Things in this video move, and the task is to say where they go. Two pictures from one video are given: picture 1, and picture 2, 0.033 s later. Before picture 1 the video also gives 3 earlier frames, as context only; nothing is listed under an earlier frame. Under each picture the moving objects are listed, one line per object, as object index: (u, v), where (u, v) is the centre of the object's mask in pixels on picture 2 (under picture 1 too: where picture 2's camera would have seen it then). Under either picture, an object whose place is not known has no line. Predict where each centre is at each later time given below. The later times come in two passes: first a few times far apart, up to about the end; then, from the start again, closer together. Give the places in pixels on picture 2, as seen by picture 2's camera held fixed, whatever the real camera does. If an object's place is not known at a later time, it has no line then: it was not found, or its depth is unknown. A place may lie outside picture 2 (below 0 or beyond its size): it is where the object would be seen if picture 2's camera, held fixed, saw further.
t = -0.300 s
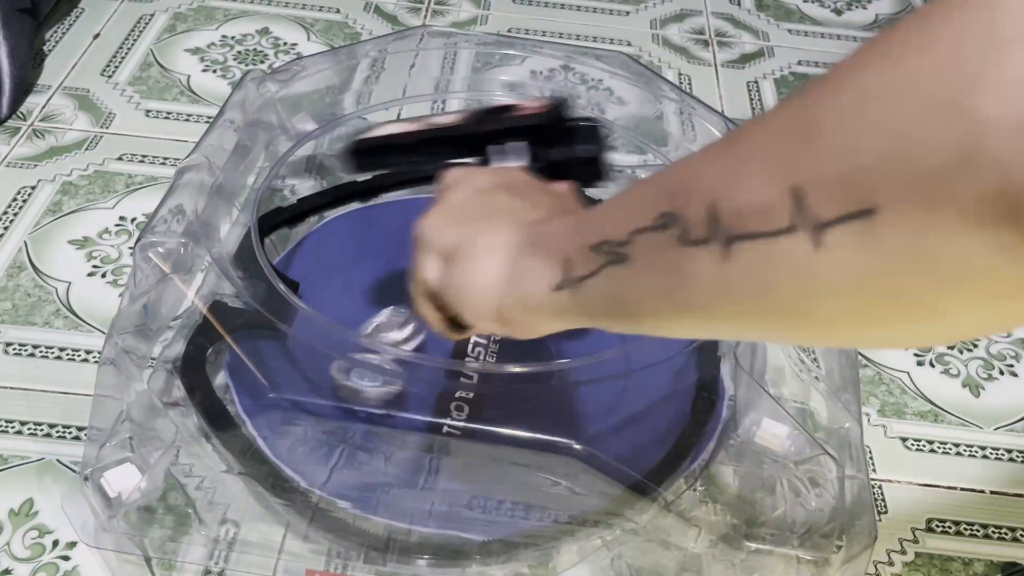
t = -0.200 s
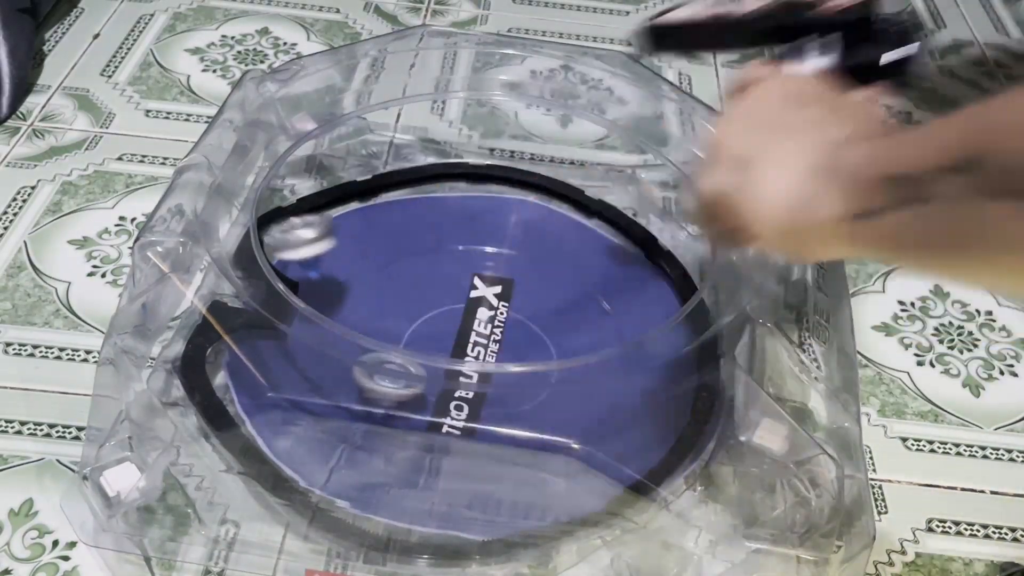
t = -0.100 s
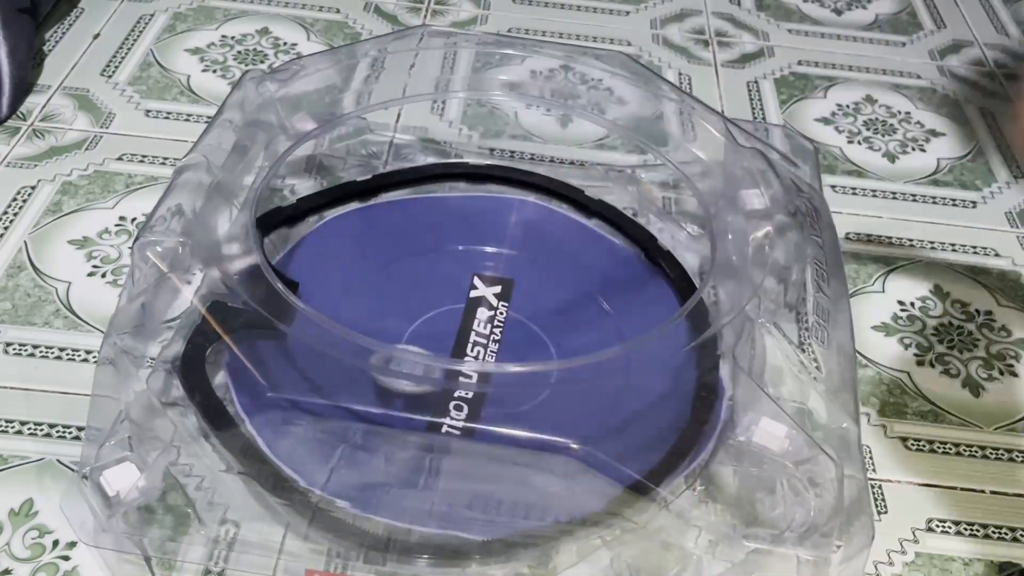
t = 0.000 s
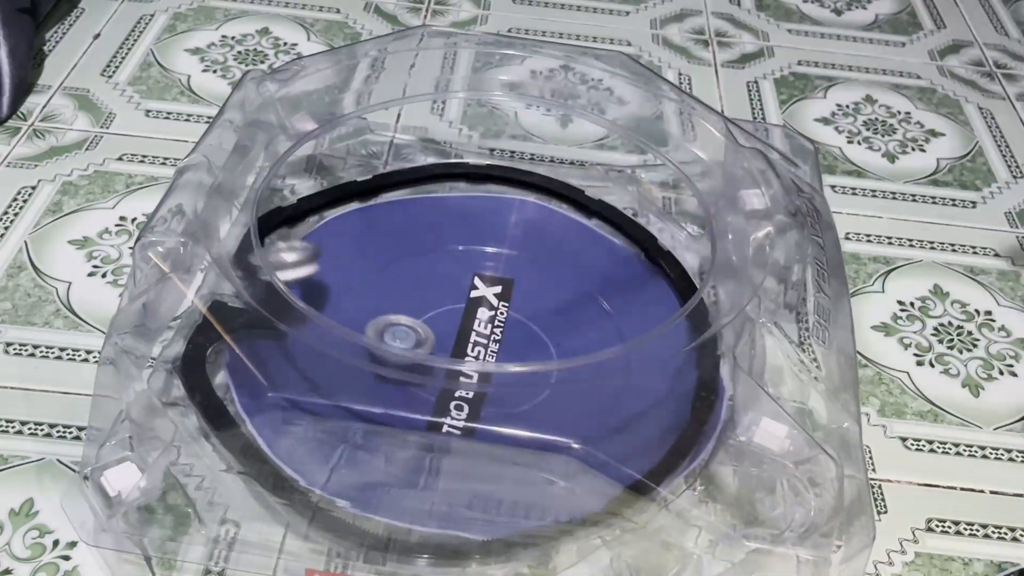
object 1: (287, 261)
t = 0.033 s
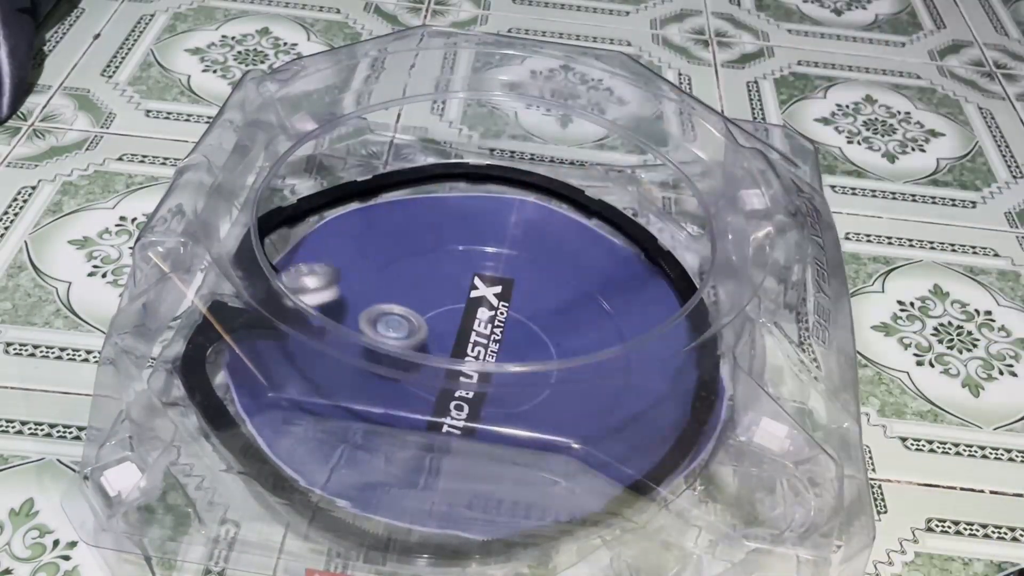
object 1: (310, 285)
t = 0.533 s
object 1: (686, 290)
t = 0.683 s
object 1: (659, 368)
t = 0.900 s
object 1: (556, 267)
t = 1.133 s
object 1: (415, 236)
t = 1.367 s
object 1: (616, 311)
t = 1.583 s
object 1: (601, 349)
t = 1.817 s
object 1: (546, 327)
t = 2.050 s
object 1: (521, 287)
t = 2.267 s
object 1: (584, 273)
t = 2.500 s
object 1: (591, 306)
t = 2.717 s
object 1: (606, 328)
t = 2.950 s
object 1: (593, 339)
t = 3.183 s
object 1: (608, 298)
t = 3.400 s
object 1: (567, 328)
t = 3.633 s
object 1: (534, 328)
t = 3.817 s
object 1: (459, 372)
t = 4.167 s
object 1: (558, 371)
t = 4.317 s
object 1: (503, 294)
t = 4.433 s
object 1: (406, 259)
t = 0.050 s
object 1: (325, 298)
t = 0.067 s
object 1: (316, 276)
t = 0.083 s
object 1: (294, 241)
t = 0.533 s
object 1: (686, 290)
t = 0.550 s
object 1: (690, 299)
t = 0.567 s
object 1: (692, 310)
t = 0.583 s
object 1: (690, 320)
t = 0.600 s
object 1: (688, 328)
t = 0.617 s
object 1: (685, 336)
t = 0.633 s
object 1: (682, 346)
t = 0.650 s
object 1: (676, 354)
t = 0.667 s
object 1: (667, 361)
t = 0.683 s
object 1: (659, 368)
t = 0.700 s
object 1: (650, 374)
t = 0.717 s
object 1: (638, 380)
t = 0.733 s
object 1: (624, 386)
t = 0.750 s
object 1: (609, 391)
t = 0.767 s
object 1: (595, 399)
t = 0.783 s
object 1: (577, 402)
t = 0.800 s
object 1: (558, 405)
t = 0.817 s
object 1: (541, 410)
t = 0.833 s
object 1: (541, 392)
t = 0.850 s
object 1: (546, 358)
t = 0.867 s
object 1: (552, 329)
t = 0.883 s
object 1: (555, 298)
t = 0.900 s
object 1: (556, 267)
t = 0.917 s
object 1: (555, 237)
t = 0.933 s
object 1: (552, 206)
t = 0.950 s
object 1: (548, 182)
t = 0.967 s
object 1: (543, 159)
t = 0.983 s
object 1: (536, 142)
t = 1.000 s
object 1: (521, 147)
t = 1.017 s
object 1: (504, 162)
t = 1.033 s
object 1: (489, 180)
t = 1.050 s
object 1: (472, 188)
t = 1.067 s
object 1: (454, 196)
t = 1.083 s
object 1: (435, 207)
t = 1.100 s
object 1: (417, 220)
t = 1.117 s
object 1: (401, 230)
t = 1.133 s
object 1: (415, 236)
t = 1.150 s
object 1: (431, 244)
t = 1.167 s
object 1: (448, 253)
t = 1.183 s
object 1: (464, 259)
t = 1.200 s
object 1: (482, 266)
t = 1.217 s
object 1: (498, 272)
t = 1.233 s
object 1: (514, 278)
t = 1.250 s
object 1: (529, 284)
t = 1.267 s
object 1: (543, 290)
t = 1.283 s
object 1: (557, 293)
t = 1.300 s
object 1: (570, 298)
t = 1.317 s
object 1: (583, 302)
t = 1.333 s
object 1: (595, 306)
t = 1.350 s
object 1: (606, 307)
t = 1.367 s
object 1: (616, 311)
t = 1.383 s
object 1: (625, 313)
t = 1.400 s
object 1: (634, 317)
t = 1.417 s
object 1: (640, 322)
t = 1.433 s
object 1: (637, 324)
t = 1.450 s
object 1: (631, 330)
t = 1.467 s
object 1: (625, 336)
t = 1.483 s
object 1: (618, 337)
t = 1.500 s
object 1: (610, 339)
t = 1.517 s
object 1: (604, 344)
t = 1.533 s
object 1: (604, 346)
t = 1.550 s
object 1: (604, 345)
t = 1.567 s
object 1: (602, 347)
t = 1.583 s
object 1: (601, 349)
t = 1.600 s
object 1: (599, 348)
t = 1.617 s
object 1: (596, 349)
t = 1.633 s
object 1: (593, 347)
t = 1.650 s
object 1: (590, 348)
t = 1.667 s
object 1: (586, 346)
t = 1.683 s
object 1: (581, 345)
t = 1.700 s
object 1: (577, 344)
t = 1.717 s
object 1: (573, 343)
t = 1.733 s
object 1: (568, 340)
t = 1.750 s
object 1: (564, 336)
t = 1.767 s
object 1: (558, 332)
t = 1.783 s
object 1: (554, 330)
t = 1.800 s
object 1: (550, 329)
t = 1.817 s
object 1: (546, 327)
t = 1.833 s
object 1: (542, 323)
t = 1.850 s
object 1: (538, 321)
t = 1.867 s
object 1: (535, 318)
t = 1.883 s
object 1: (531, 313)
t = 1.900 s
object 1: (528, 311)
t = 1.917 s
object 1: (526, 308)
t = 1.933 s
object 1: (523, 305)
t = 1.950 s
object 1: (522, 302)
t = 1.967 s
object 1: (520, 298)
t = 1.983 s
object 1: (519, 296)
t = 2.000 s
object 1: (518, 293)
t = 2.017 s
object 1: (519, 291)
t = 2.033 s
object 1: (520, 289)
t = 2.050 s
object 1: (521, 287)
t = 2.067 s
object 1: (523, 285)
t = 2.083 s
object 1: (526, 283)
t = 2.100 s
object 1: (529, 282)
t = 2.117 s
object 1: (533, 281)
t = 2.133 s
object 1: (537, 280)
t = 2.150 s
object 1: (542, 279)
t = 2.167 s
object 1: (547, 279)
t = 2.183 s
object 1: (553, 278)
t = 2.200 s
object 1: (558, 277)
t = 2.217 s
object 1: (565, 276)
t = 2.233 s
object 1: (571, 275)
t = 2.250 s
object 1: (578, 274)
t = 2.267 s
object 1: (584, 273)
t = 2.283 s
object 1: (589, 274)
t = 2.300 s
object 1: (590, 274)
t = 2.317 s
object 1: (589, 277)
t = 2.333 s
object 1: (589, 281)
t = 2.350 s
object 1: (589, 282)
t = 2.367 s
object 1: (589, 286)
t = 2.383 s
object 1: (589, 288)
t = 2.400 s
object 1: (589, 291)
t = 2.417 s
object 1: (589, 294)
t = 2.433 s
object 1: (590, 296)
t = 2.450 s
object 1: (590, 299)
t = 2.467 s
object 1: (591, 301)
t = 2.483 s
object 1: (591, 304)
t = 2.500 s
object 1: (591, 306)
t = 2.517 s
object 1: (592, 308)
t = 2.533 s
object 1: (592, 310)
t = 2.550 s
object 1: (593, 312)
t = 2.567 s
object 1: (594, 314)
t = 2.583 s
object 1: (594, 316)
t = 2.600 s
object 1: (595, 318)
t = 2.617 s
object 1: (596, 319)
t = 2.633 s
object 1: (597, 320)
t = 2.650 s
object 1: (598, 321)
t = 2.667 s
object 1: (600, 322)
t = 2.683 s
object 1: (602, 325)
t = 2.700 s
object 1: (604, 326)
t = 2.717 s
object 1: (606, 328)
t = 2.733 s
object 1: (608, 329)
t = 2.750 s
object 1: (610, 330)
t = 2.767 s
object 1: (613, 331)
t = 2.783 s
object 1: (615, 332)
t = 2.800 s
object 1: (614, 333)
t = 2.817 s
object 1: (612, 334)
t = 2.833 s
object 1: (609, 334)
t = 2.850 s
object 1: (606, 335)
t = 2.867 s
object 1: (604, 336)
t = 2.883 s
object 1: (602, 337)
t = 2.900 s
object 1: (599, 338)
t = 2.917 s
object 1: (597, 338)
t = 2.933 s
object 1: (595, 339)
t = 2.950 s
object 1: (593, 339)
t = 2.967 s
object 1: (599, 335)
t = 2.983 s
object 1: (652, 308)
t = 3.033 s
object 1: (740, 216)
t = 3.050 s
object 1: (735, 190)
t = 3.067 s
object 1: (724, 196)
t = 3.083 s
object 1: (701, 213)
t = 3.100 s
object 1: (682, 231)
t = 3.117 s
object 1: (667, 252)
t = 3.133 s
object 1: (648, 279)
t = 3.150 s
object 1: (631, 303)
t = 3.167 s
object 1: (619, 305)
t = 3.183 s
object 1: (608, 298)
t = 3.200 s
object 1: (596, 296)
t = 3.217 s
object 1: (584, 296)
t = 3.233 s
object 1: (570, 300)
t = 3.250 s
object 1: (556, 307)
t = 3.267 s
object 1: (542, 318)
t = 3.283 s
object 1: (527, 328)
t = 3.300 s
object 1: (516, 336)
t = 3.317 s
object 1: (526, 330)
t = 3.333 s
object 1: (536, 325)
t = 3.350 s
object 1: (544, 321)
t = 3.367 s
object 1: (552, 321)
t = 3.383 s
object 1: (561, 324)
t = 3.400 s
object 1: (567, 328)
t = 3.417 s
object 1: (573, 331)
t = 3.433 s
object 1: (577, 327)
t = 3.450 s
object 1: (580, 324)
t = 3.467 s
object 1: (582, 323)
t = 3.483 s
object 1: (583, 324)
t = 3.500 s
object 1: (583, 324)
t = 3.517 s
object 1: (580, 322)
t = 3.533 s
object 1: (577, 322)
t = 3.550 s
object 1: (571, 322)
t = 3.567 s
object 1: (565, 322)
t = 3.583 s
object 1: (558, 323)
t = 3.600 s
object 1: (550, 324)
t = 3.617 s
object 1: (542, 325)
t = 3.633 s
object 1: (534, 328)
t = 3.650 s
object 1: (526, 330)
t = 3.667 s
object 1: (518, 332)
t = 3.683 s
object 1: (510, 334)
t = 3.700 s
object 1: (502, 337)
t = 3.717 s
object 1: (493, 341)
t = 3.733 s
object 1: (486, 348)
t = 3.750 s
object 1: (479, 353)
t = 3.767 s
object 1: (472, 360)
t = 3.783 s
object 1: (466, 364)
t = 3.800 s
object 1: (462, 368)
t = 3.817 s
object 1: (459, 372)
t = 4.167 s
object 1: (558, 371)
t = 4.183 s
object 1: (557, 362)
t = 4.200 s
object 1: (556, 354)
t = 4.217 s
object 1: (553, 345)
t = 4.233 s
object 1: (547, 334)
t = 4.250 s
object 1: (542, 326)
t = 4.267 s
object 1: (534, 318)
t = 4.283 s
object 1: (524, 309)
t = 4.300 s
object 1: (514, 301)
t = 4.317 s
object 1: (503, 294)
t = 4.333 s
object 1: (491, 287)
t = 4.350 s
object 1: (478, 280)
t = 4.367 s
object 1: (464, 274)
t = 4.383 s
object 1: (450, 269)
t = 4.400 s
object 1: (436, 265)
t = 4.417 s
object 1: (421, 261)
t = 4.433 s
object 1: (406, 259)
